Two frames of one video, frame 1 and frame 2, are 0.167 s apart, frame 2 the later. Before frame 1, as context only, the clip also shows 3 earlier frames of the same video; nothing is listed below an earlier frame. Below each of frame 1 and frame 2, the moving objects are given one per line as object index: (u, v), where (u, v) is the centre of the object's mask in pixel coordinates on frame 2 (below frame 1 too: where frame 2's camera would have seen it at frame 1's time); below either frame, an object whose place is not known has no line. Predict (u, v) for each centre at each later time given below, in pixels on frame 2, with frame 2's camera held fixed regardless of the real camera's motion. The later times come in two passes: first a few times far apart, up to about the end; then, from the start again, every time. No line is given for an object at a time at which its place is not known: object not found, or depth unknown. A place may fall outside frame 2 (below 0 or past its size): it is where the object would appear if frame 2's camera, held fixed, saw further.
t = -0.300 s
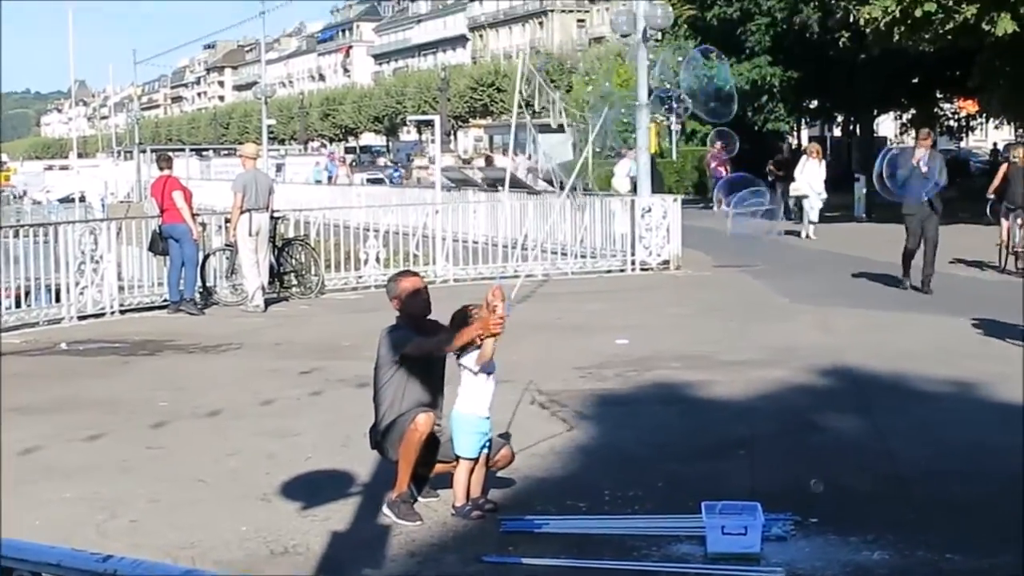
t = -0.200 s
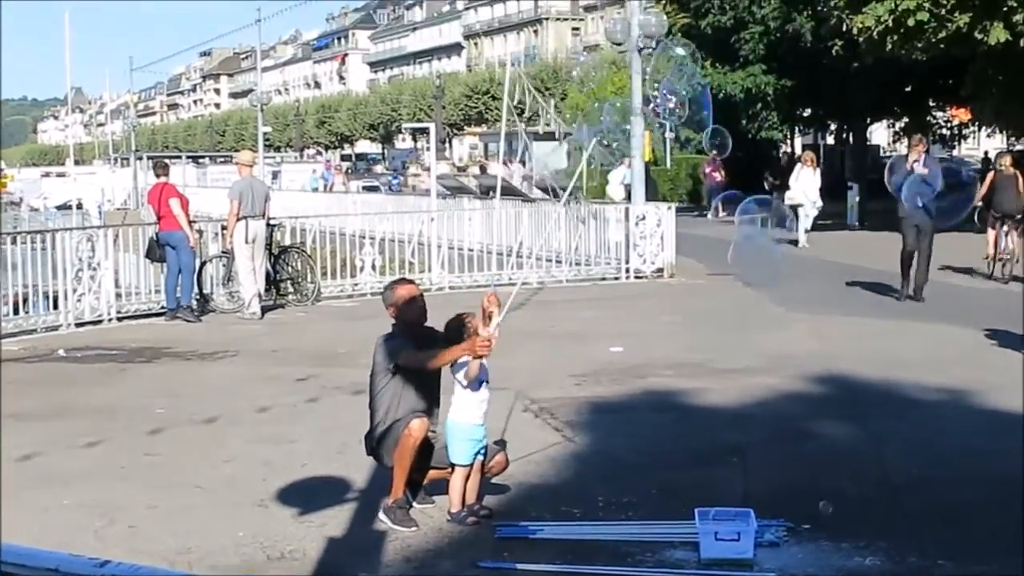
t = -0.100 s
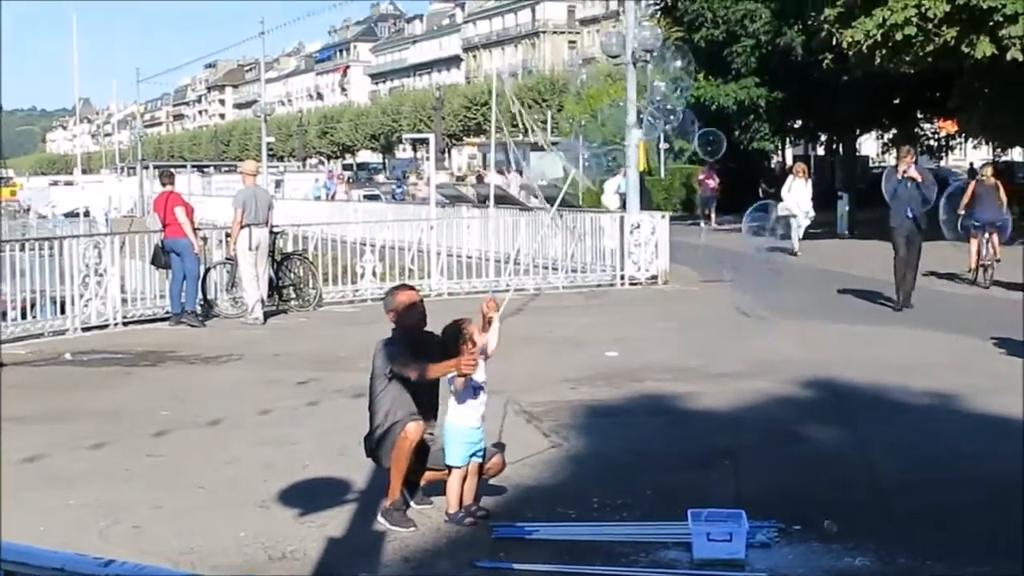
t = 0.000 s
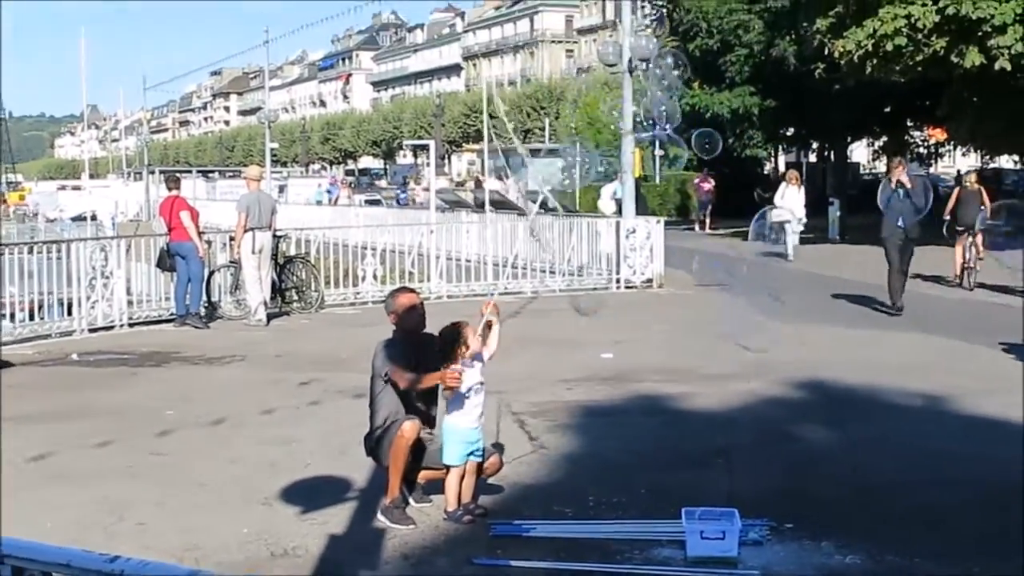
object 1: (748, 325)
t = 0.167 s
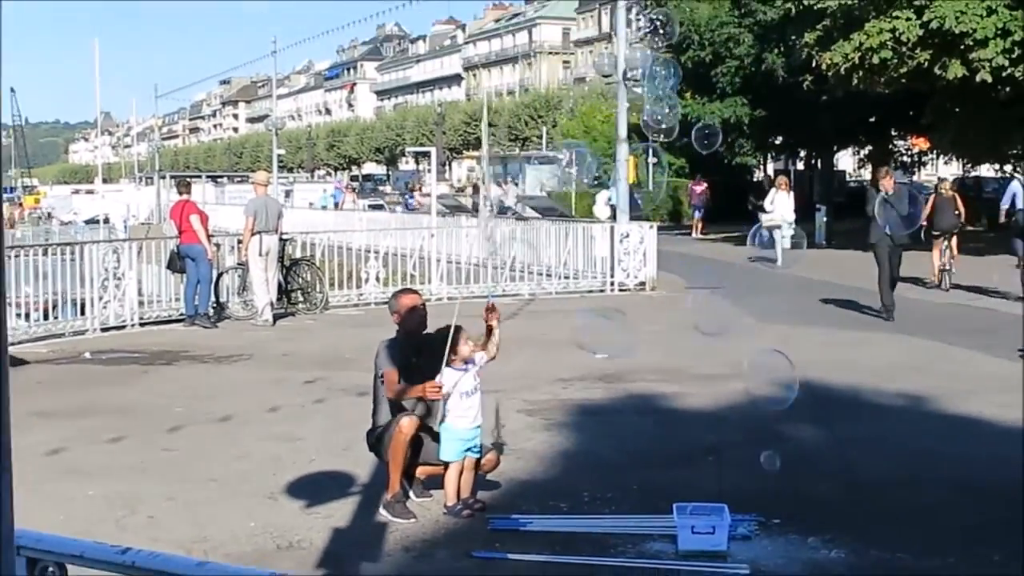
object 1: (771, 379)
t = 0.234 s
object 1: (786, 408)
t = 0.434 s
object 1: (843, 473)
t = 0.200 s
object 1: (778, 391)
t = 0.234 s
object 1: (786, 408)
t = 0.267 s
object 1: (794, 418)
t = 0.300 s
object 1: (802, 427)
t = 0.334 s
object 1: (811, 438)
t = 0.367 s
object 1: (821, 450)
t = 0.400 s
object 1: (831, 462)
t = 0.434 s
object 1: (843, 473)
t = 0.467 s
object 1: (855, 484)
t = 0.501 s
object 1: (869, 495)
